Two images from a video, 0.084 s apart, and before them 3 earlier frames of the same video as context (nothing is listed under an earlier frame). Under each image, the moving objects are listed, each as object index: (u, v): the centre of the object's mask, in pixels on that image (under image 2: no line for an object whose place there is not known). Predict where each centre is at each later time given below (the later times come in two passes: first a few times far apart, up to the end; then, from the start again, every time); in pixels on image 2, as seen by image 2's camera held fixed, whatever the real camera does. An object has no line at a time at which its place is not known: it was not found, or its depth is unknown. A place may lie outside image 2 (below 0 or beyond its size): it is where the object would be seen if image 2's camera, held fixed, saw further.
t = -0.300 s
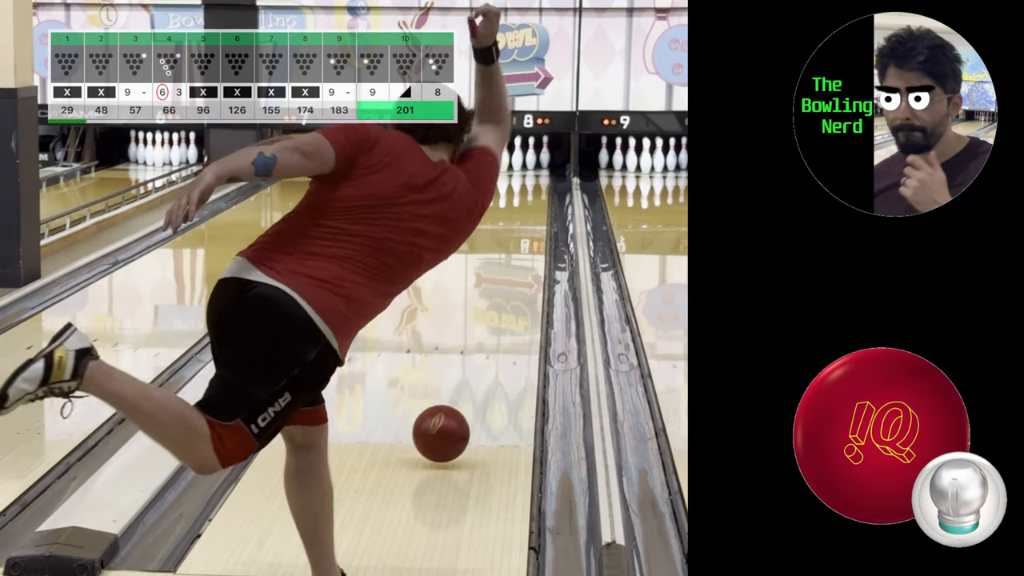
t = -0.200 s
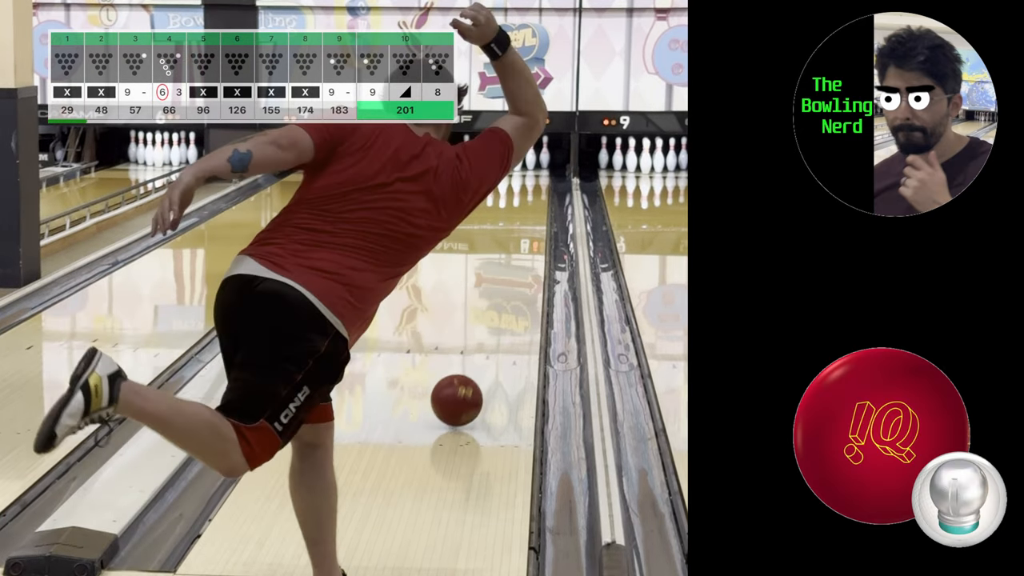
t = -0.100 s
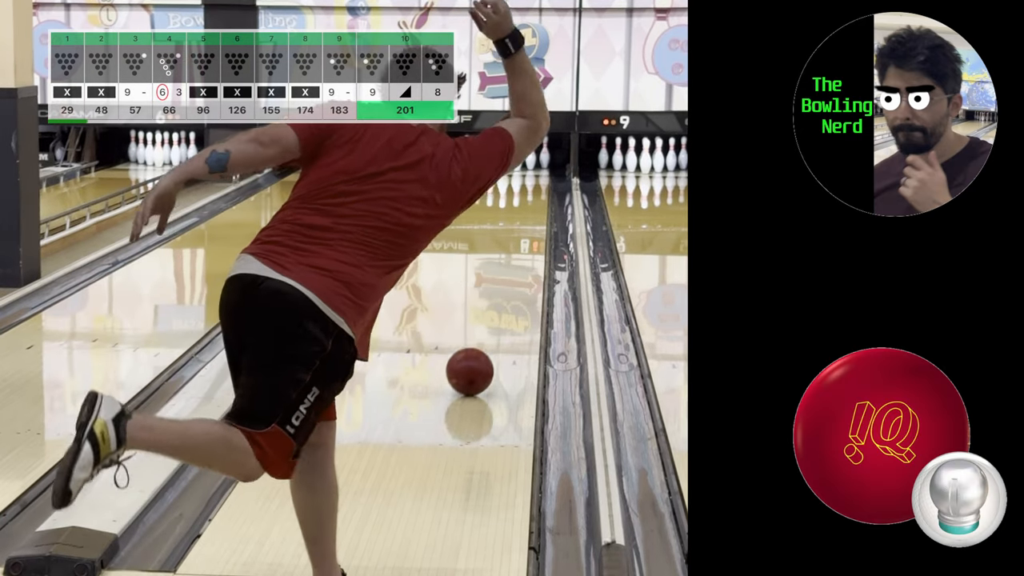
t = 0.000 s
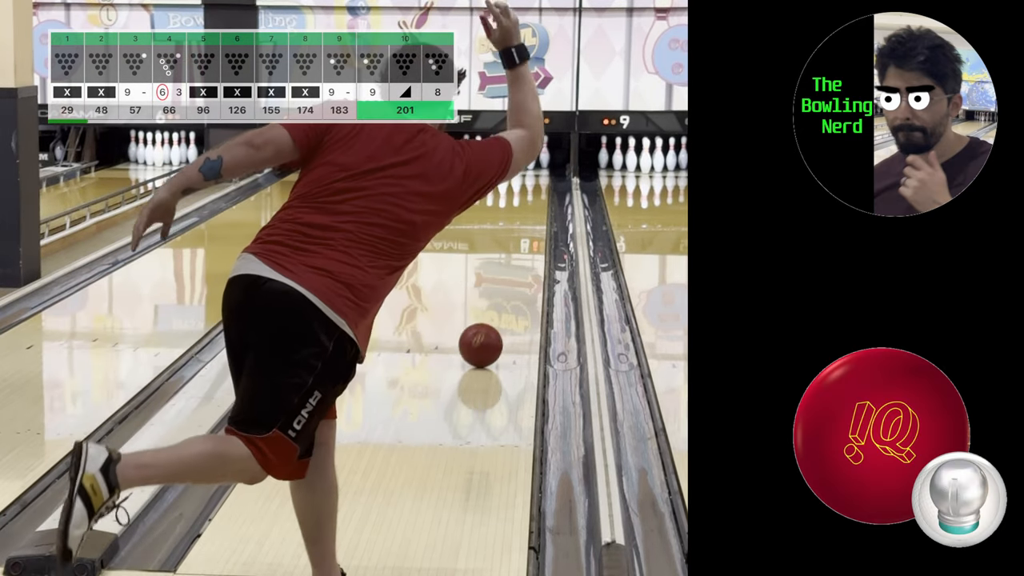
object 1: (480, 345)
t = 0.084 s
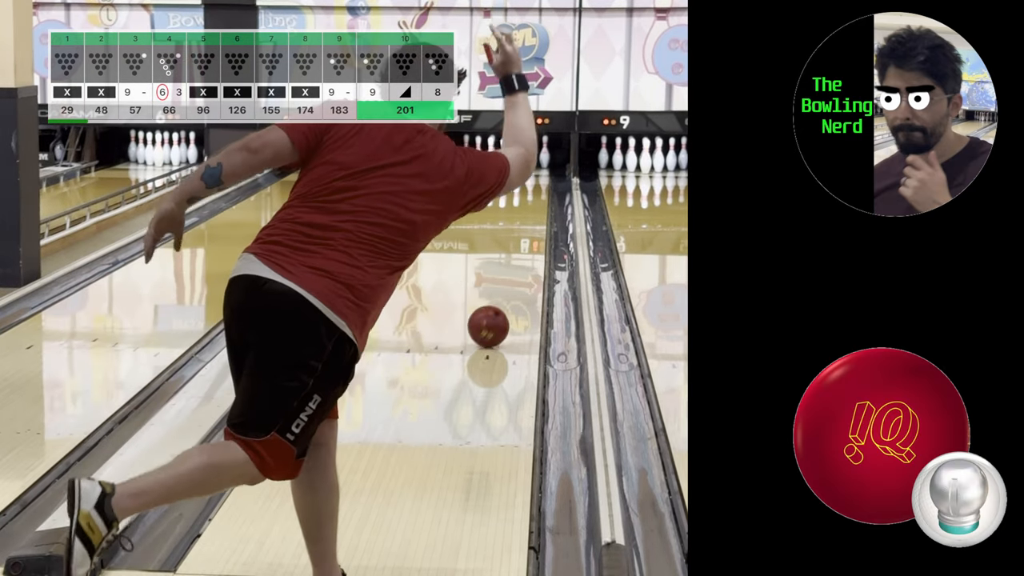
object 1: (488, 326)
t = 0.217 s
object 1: (499, 301)
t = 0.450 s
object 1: (512, 265)
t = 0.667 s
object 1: (521, 239)
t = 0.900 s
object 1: (526, 218)
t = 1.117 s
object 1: (528, 202)
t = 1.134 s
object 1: (528, 201)
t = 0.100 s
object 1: (490, 323)
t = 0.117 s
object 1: (491, 319)
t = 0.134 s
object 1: (492, 316)
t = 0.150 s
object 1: (494, 313)
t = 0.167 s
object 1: (495, 310)
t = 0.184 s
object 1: (496, 307)
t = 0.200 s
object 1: (497, 304)
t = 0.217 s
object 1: (499, 301)
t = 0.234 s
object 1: (500, 298)
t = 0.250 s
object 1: (501, 295)
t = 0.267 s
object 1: (502, 292)
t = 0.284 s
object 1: (503, 290)
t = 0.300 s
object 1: (504, 287)
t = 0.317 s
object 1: (505, 284)
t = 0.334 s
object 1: (506, 282)
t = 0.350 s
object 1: (508, 280)
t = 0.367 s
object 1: (510, 278)
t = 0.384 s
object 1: (512, 275)
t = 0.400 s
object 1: (512, 272)
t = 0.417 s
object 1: (511, 269)
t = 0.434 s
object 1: (511, 267)
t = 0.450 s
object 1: (512, 265)
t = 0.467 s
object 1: (513, 263)
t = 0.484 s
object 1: (514, 261)
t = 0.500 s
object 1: (515, 259)
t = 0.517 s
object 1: (515, 256)
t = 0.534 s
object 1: (516, 255)
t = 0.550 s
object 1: (516, 252)
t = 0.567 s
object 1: (517, 250)
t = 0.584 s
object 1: (518, 249)
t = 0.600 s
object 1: (518, 247)
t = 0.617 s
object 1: (519, 245)
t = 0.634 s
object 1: (520, 243)
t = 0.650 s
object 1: (520, 241)
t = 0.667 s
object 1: (521, 239)
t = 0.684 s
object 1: (521, 238)
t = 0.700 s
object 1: (522, 236)
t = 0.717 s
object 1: (522, 234)
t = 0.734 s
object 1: (523, 233)
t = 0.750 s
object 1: (523, 231)
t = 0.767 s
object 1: (523, 230)
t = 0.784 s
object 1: (524, 228)
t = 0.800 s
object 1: (524, 226)
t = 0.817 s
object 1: (525, 225)
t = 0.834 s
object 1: (525, 224)
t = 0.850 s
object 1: (525, 222)
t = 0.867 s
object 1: (525, 221)
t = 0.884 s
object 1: (526, 219)
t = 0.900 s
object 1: (526, 218)
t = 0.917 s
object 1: (526, 217)
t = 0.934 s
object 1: (527, 215)
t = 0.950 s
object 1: (527, 214)
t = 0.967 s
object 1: (527, 213)
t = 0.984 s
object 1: (527, 211)
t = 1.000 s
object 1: (527, 210)
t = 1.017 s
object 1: (527, 209)
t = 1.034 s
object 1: (527, 208)
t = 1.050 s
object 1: (527, 207)
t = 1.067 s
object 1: (528, 205)
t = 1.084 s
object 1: (528, 204)
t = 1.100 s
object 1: (528, 203)
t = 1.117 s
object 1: (528, 202)
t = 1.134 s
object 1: (528, 201)
